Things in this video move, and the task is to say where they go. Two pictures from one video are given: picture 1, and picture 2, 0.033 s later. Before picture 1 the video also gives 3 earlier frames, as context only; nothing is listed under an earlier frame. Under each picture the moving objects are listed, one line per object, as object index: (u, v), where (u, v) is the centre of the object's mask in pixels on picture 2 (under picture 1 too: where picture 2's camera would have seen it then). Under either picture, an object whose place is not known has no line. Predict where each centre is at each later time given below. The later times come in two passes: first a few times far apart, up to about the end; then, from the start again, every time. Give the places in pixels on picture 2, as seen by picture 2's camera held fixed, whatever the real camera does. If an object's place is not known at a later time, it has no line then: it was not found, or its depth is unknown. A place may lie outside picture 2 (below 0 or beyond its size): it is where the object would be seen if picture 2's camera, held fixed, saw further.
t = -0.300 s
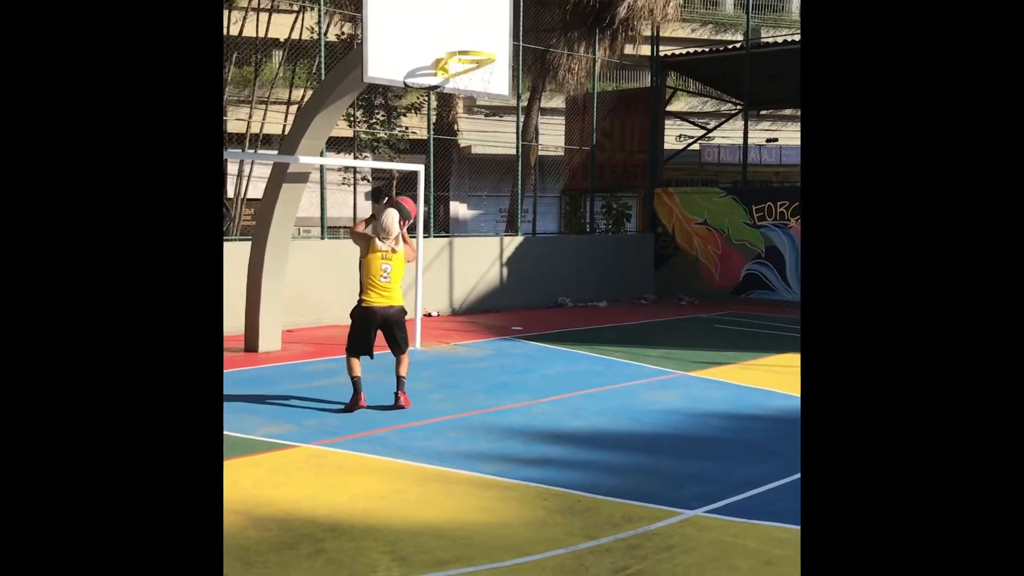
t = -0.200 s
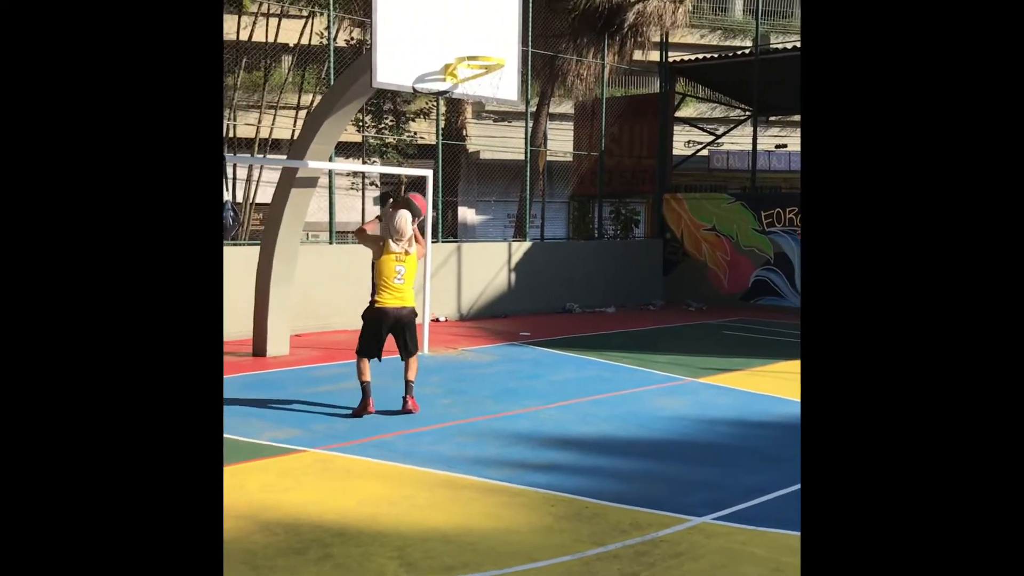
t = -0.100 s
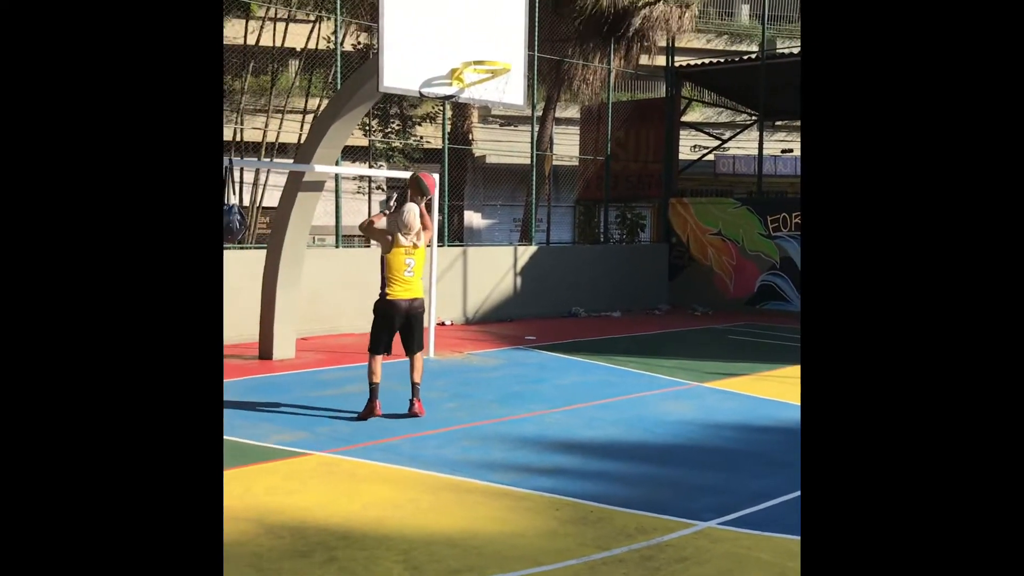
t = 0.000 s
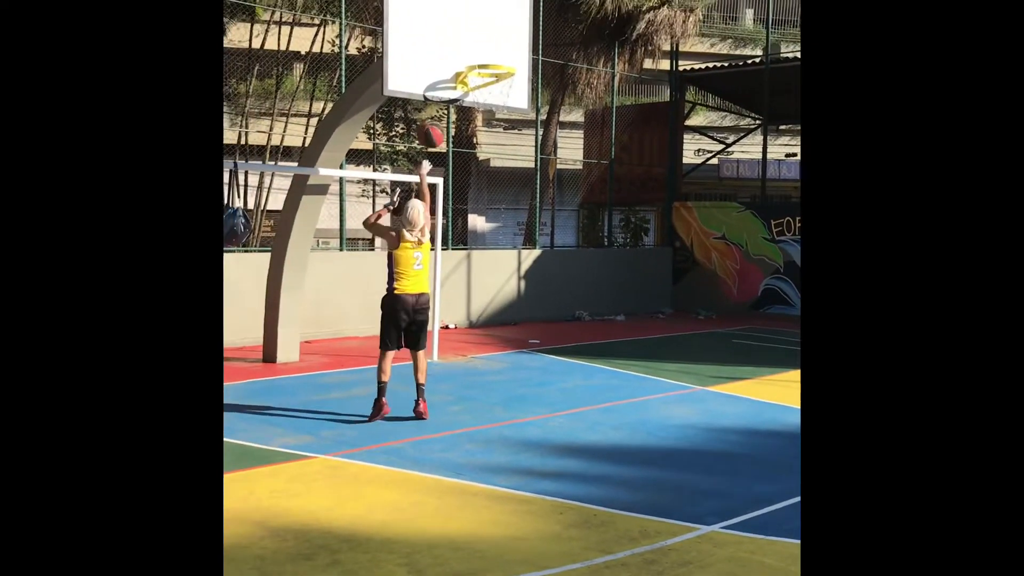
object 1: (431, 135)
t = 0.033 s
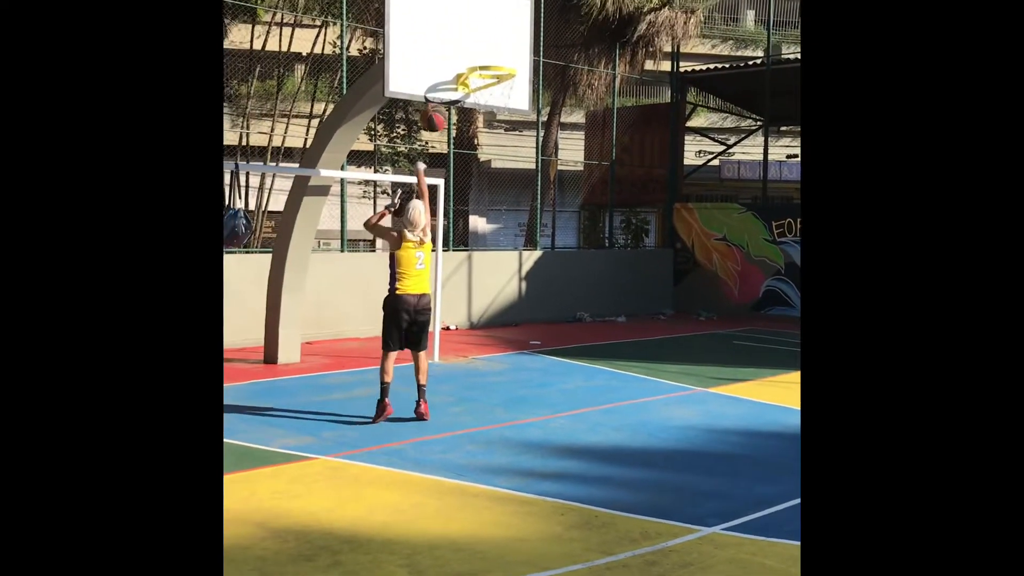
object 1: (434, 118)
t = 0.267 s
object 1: (443, 38)
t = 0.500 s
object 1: (473, 43)
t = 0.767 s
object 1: (500, 109)
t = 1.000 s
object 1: (507, 190)
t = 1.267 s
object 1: (511, 351)
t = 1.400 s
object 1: (508, 347)
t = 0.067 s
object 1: (435, 102)
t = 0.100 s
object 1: (436, 88)
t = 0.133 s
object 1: (438, 74)
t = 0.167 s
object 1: (439, 63)
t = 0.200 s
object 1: (440, 53)
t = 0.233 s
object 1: (440, 44)
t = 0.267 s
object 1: (443, 38)
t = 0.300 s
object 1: (448, 35)
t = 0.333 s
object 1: (452, 33)
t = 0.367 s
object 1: (456, 33)
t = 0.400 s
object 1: (461, 34)
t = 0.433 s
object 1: (465, 36)
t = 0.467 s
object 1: (469, 39)
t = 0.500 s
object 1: (473, 43)
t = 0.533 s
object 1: (477, 49)
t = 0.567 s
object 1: (481, 56)
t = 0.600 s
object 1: (486, 60)
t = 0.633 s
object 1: (490, 75)
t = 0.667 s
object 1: (493, 84)
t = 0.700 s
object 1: (497, 94)
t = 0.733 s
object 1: (498, 101)
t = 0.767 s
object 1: (500, 109)
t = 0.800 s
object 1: (501, 117)
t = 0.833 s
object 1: (501, 126)
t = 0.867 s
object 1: (502, 137)
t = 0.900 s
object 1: (503, 149)
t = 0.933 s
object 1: (504, 162)
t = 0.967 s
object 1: (506, 176)
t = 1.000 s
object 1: (507, 190)
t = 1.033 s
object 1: (507, 207)
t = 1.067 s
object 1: (507, 224)
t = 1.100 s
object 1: (508, 243)
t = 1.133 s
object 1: (509, 263)
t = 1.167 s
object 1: (509, 283)
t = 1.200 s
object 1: (511, 304)
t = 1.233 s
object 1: (511, 327)
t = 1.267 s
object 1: (511, 351)
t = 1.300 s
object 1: (512, 376)
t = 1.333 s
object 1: (511, 389)
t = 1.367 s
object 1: (509, 367)
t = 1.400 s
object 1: (508, 347)
